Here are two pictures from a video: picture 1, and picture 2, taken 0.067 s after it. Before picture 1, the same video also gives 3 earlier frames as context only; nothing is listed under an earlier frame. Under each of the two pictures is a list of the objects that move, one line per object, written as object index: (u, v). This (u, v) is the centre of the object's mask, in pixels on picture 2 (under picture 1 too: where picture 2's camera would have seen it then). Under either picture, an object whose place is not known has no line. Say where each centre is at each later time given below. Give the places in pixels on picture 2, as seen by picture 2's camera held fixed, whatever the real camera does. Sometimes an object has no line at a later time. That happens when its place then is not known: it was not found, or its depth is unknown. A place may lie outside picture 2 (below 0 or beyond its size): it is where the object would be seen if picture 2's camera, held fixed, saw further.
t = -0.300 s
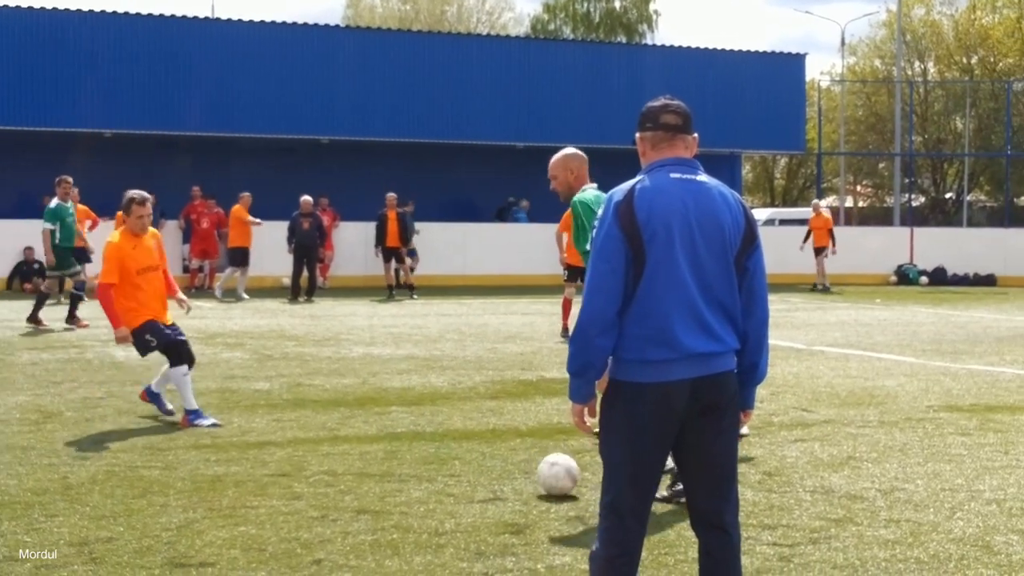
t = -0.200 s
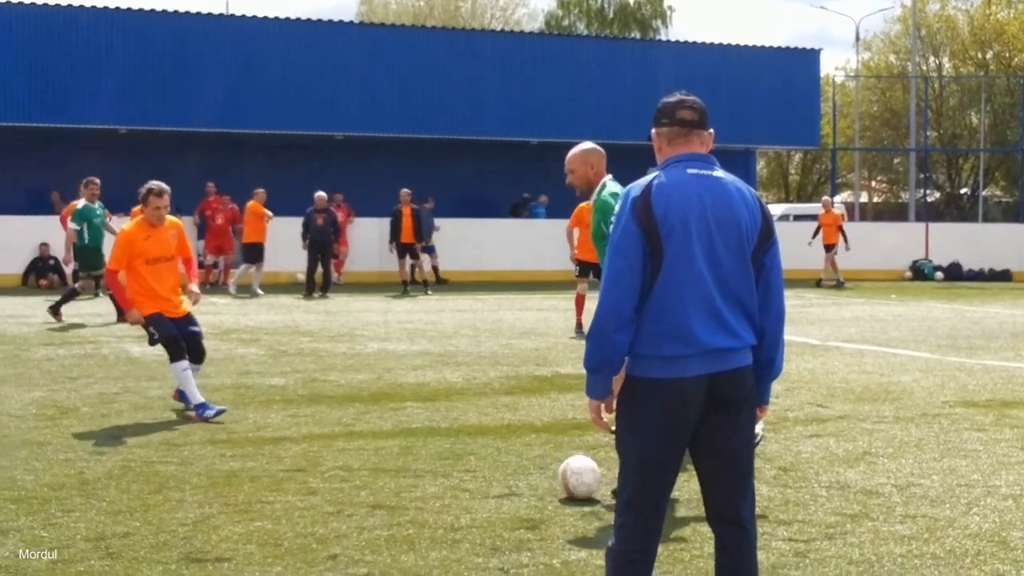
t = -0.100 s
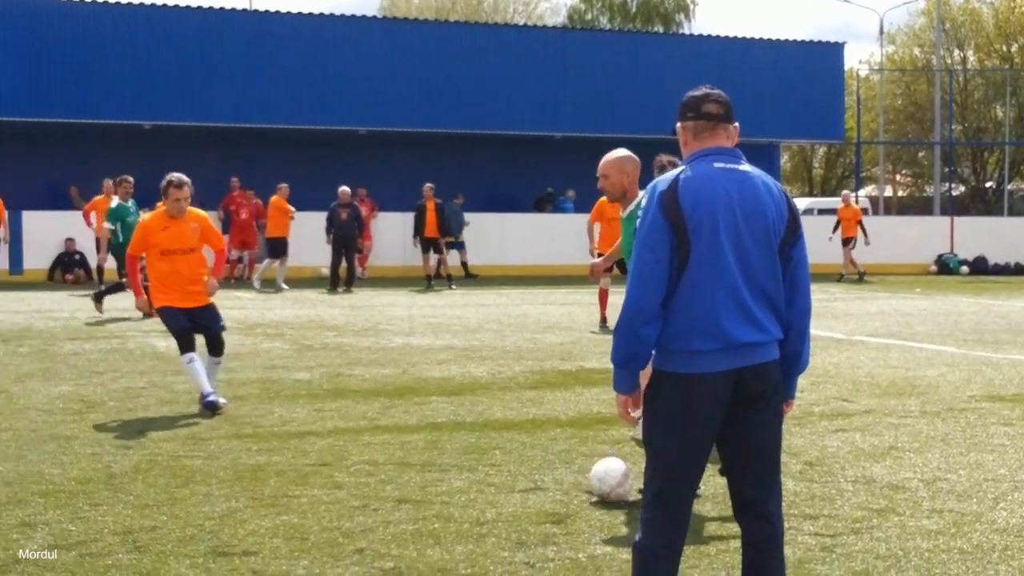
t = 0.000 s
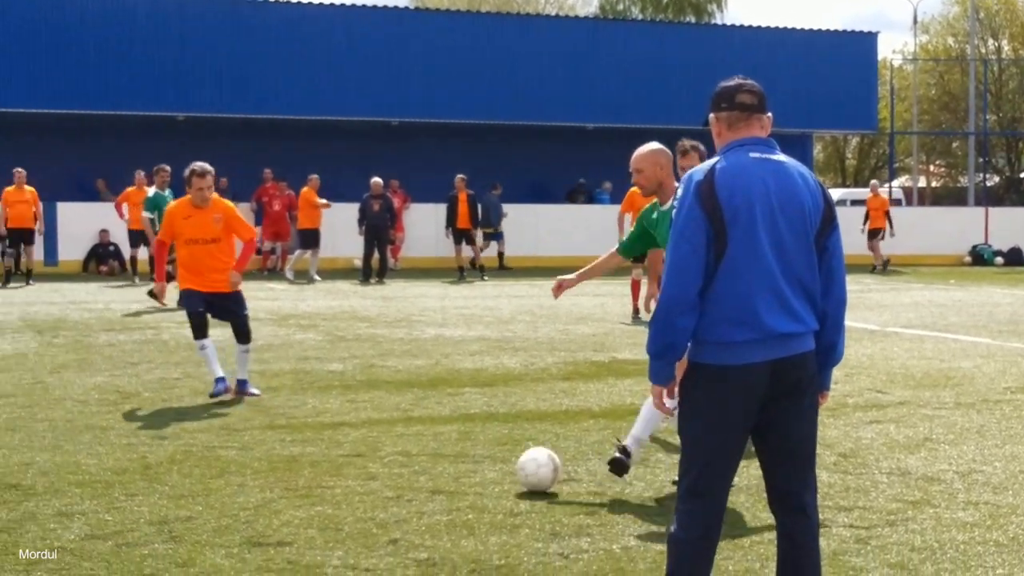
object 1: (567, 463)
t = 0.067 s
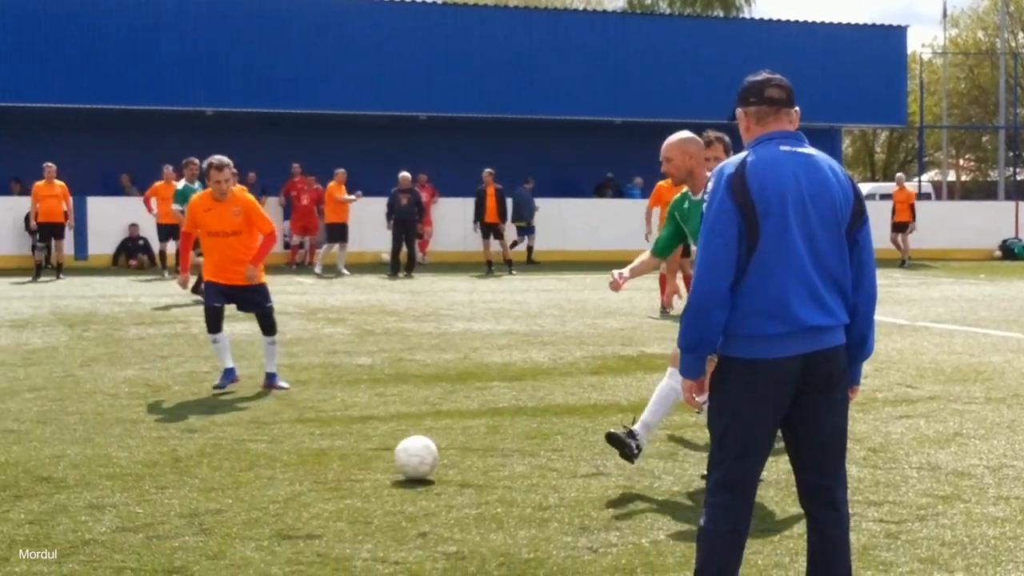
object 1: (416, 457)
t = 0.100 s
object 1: (344, 456)
